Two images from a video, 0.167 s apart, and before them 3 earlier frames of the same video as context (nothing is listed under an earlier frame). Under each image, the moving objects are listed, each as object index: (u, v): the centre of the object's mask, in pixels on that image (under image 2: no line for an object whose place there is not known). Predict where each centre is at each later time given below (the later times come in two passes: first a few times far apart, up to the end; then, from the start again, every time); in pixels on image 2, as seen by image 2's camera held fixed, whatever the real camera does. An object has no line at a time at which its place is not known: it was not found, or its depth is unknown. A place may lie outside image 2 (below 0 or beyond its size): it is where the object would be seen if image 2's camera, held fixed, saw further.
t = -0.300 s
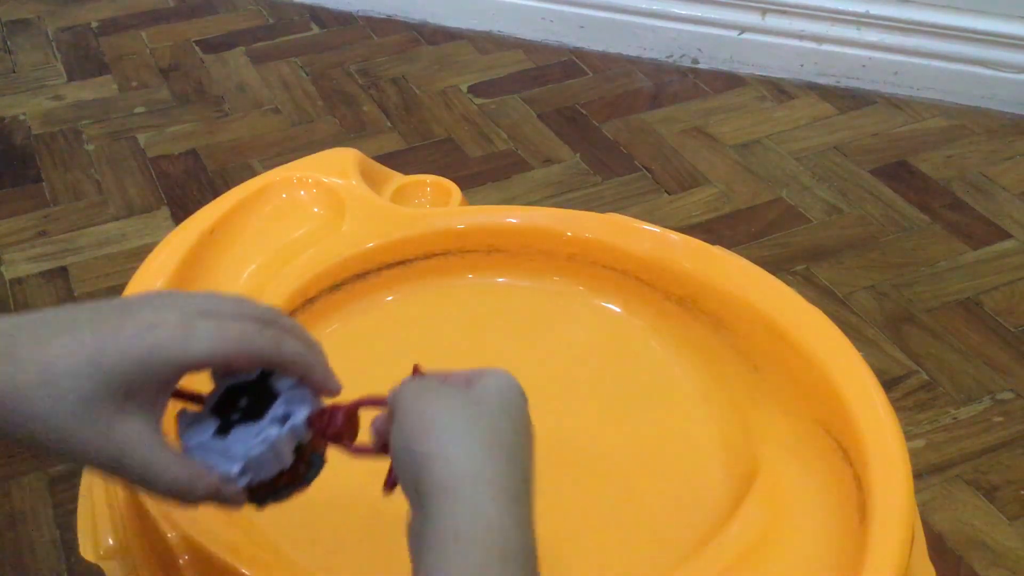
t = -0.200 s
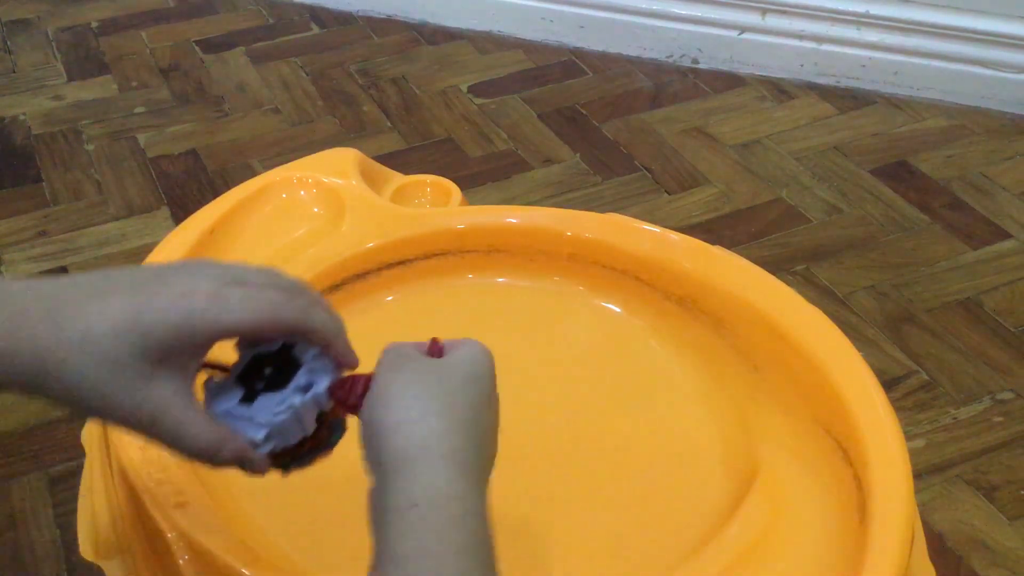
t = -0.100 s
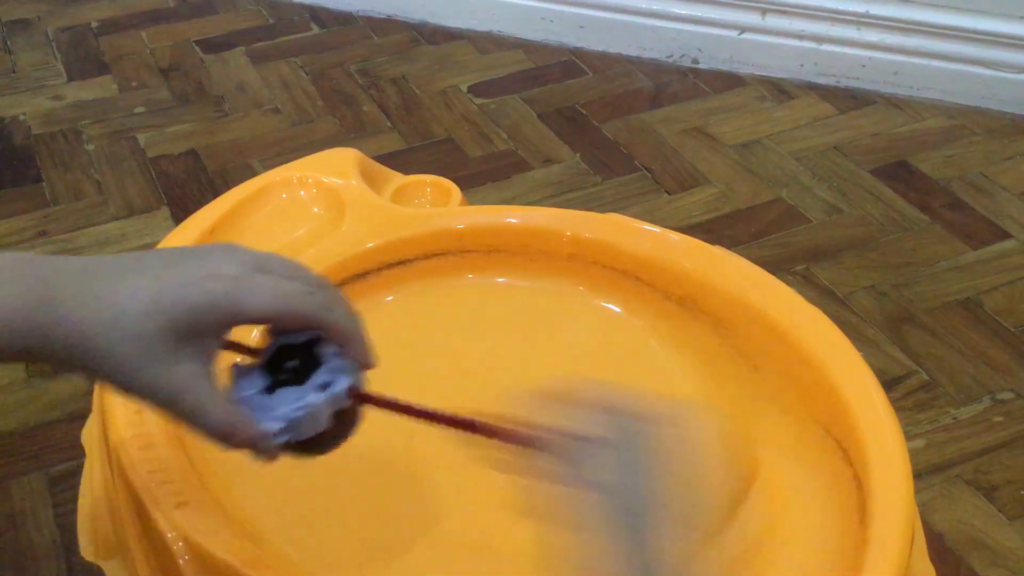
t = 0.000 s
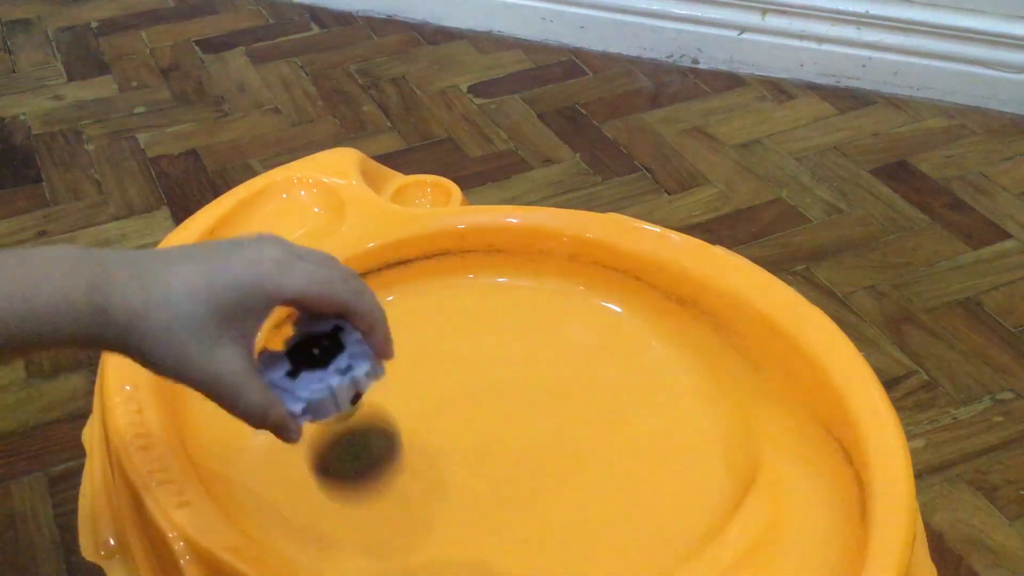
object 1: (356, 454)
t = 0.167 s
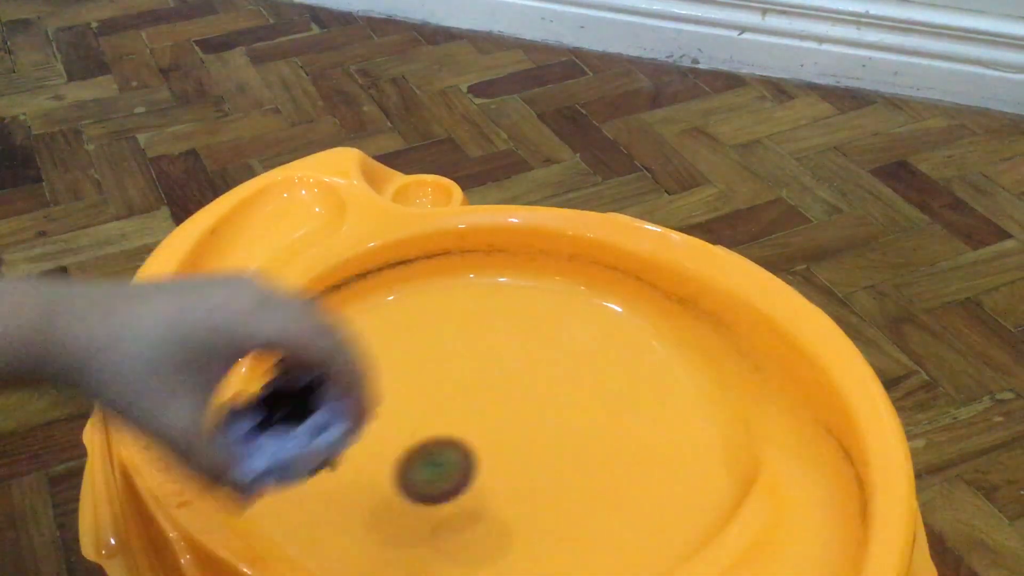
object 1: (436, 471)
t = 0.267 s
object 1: (480, 468)
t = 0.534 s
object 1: (560, 457)
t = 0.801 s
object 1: (624, 478)
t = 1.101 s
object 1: (619, 486)
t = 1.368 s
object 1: (555, 493)
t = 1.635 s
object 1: (492, 530)
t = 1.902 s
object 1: (535, 511)
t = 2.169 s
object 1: (482, 450)
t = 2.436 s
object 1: (348, 431)
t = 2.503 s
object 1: (320, 441)
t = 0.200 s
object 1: (454, 474)
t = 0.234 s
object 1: (469, 482)
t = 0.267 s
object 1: (480, 468)
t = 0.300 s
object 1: (491, 468)
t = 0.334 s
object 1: (501, 471)
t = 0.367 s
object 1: (511, 463)
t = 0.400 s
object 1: (521, 466)
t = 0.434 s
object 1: (530, 462)
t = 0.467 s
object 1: (540, 462)
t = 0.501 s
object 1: (550, 458)
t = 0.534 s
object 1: (560, 457)
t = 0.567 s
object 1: (569, 458)
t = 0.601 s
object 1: (577, 460)
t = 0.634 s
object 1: (586, 463)
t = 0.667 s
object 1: (594, 465)
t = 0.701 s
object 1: (602, 468)
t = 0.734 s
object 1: (610, 472)
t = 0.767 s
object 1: (618, 475)
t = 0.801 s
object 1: (624, 478)
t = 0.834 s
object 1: (629, 481)
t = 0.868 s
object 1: (633, 483)
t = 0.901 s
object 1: (636, 485)
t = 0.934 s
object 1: (637, 486)
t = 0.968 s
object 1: (637, 486)
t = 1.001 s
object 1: (634, 487)
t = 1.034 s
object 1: (630, 487)
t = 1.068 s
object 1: (625, 487)
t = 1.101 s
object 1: (619, 486)
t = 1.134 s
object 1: (612, 485)
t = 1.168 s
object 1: (605, 485)
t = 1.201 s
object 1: (598, 485)
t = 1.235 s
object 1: (591, 485)
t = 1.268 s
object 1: (583, 487)
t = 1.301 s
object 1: (575, 488)
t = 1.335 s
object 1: (566, 490)
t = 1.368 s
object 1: (555, 493)
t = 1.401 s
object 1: (545, 497)
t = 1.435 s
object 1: (534, 501)
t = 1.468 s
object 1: (523, 506)
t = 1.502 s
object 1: (512, 512)
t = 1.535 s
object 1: (503, 517)
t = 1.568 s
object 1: (497, 522)
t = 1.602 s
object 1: (493, 527)
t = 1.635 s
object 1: (492, 530)
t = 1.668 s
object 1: (493, 531)
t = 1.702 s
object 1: (496, 532)
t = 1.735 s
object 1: (501, 531)
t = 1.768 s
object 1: (508, 529)
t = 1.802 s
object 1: (516, 526)
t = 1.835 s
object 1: (524, 522)
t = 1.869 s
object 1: (531, 517)
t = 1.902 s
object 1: (535, 511)
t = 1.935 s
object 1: (537, 504)
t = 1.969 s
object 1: (535, 496)
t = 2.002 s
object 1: (531, 489)
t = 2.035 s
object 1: (524, 480)
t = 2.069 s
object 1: (516, 471)
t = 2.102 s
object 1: (506, 464)
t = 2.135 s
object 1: (495, 457)
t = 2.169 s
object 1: (482, 450)
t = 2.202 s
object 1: (467, 444)
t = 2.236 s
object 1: (451, 439)
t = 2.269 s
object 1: (434, 435)
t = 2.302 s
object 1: (415, 432)
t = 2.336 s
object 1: (397, 430)
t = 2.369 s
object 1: (379, 429)
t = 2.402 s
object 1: (363, 430)
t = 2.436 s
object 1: (348, 431)
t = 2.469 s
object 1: (333, 436)
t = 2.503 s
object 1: (320, 441)
